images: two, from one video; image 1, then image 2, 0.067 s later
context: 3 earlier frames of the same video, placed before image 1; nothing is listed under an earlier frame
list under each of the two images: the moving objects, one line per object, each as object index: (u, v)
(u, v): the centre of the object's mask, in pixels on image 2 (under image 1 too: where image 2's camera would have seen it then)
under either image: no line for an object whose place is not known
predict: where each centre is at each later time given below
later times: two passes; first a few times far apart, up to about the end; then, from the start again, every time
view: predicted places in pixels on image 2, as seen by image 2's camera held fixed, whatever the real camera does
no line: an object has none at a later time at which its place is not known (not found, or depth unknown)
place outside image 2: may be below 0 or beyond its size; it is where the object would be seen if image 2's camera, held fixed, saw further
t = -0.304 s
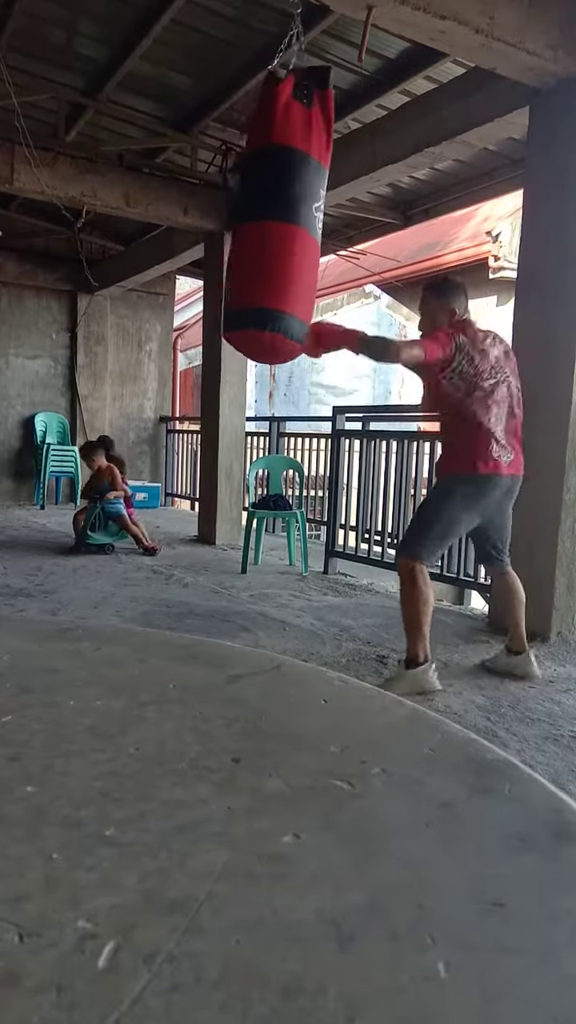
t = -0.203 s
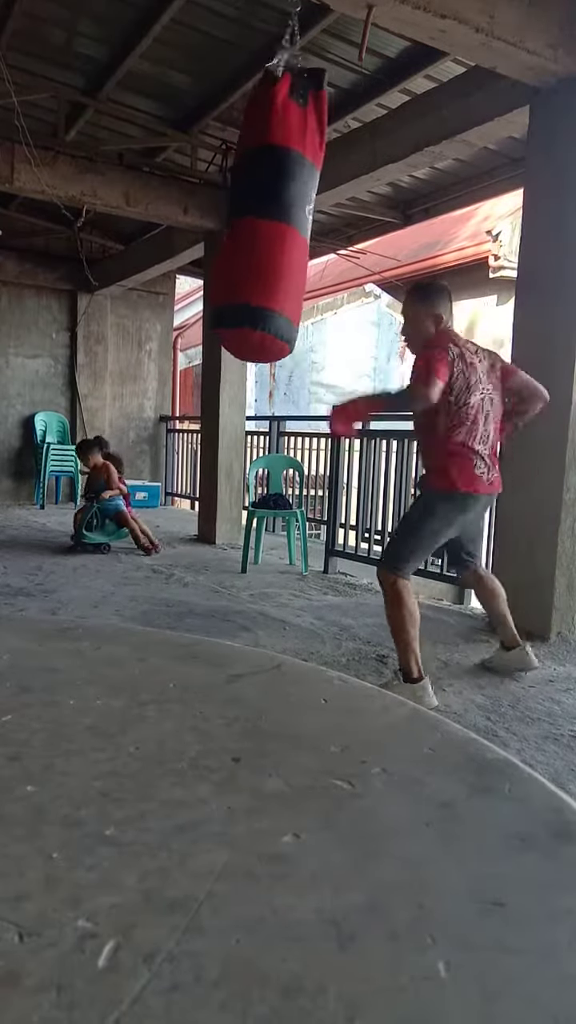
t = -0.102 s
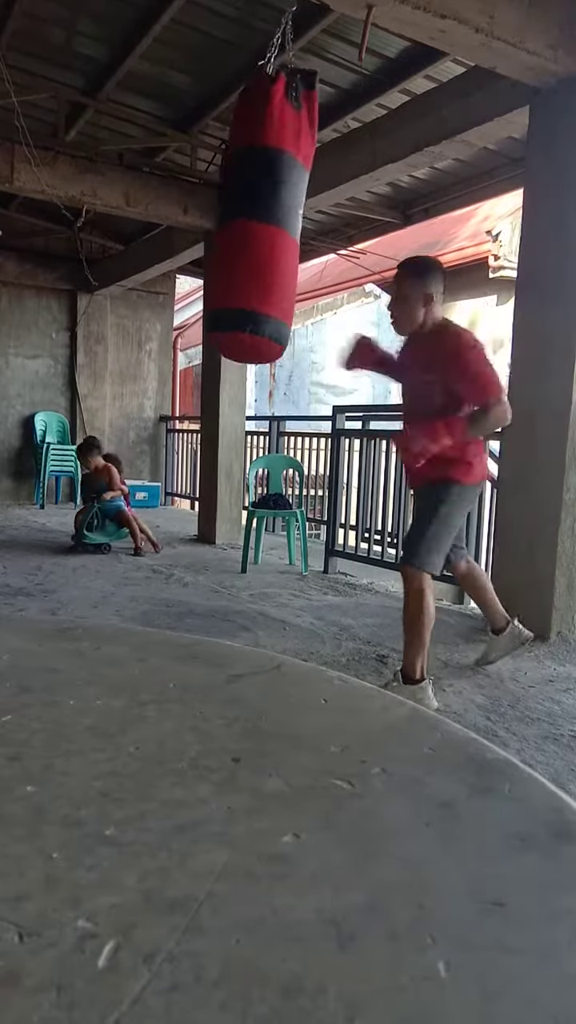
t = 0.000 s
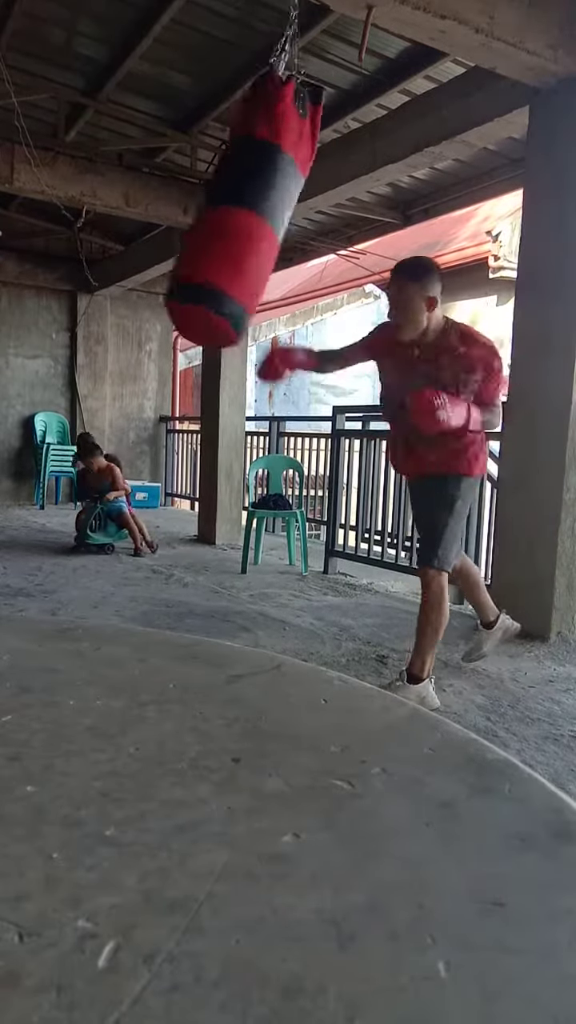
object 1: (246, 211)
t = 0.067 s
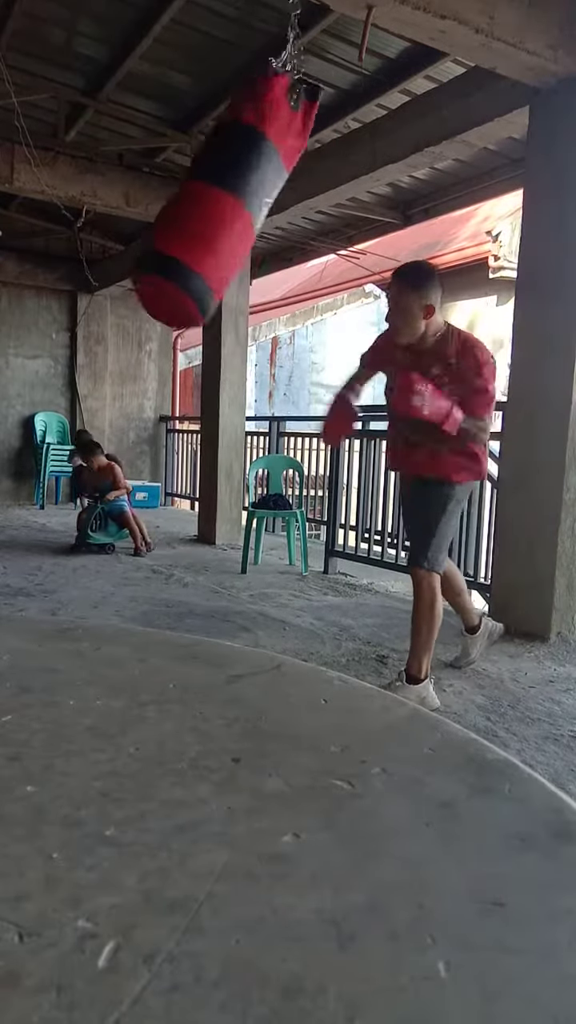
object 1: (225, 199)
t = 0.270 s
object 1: (172, 178)
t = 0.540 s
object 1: (184, 197)
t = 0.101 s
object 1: (214, 196)
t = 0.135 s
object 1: (202, 192)
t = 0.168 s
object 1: (190, 190)
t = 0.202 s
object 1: (180, 186)
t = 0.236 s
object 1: (174, 182)
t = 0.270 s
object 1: (172, 178)
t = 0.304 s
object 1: (169, 178)
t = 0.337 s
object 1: (168, 179)
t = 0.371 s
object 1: (168, 180)
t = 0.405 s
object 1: (168, 181)
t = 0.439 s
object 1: (170, 184)
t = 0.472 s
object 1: (173, 188)
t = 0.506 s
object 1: (177, 192)
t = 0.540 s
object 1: (184, 197)
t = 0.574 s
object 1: (190, 202)
